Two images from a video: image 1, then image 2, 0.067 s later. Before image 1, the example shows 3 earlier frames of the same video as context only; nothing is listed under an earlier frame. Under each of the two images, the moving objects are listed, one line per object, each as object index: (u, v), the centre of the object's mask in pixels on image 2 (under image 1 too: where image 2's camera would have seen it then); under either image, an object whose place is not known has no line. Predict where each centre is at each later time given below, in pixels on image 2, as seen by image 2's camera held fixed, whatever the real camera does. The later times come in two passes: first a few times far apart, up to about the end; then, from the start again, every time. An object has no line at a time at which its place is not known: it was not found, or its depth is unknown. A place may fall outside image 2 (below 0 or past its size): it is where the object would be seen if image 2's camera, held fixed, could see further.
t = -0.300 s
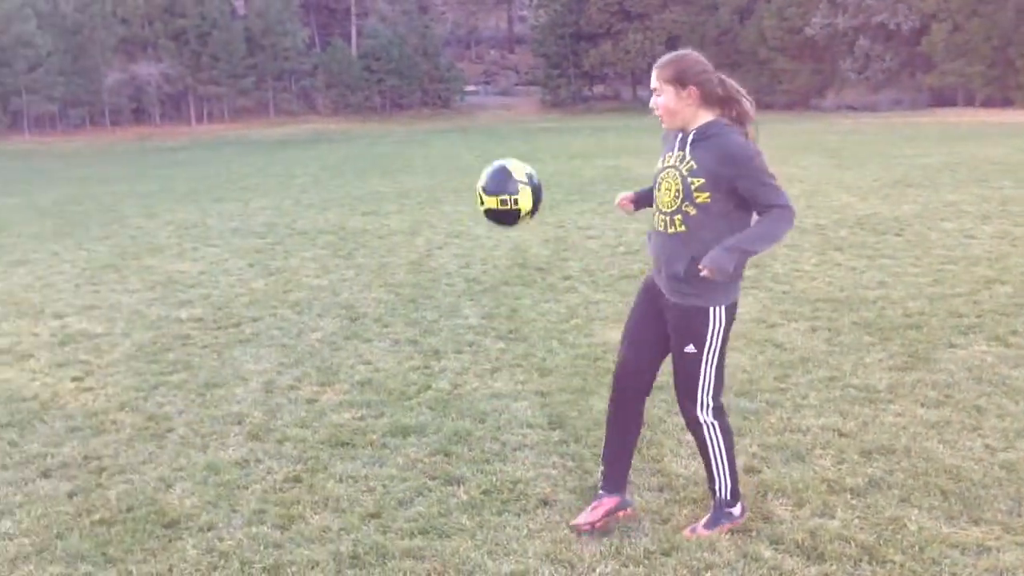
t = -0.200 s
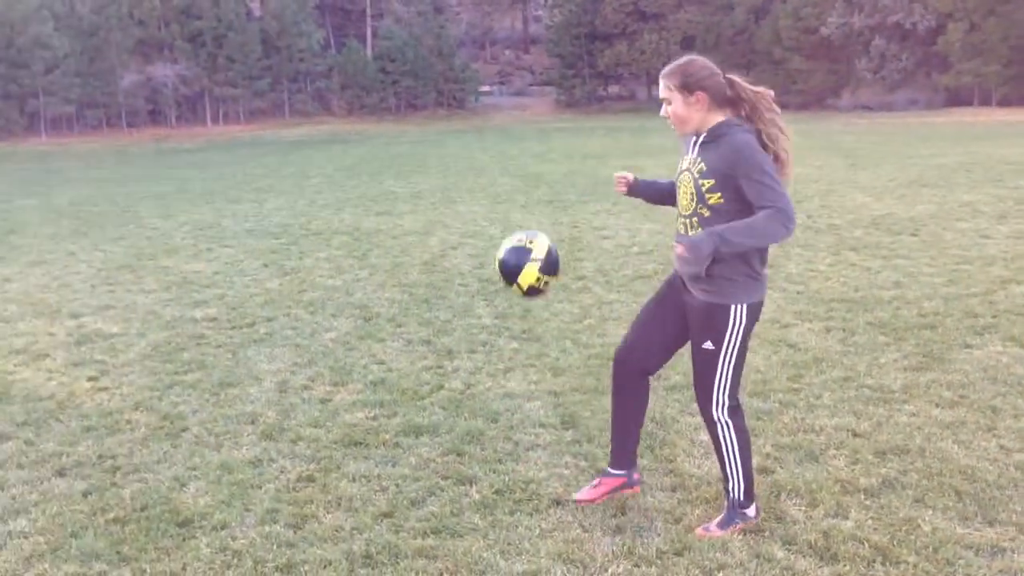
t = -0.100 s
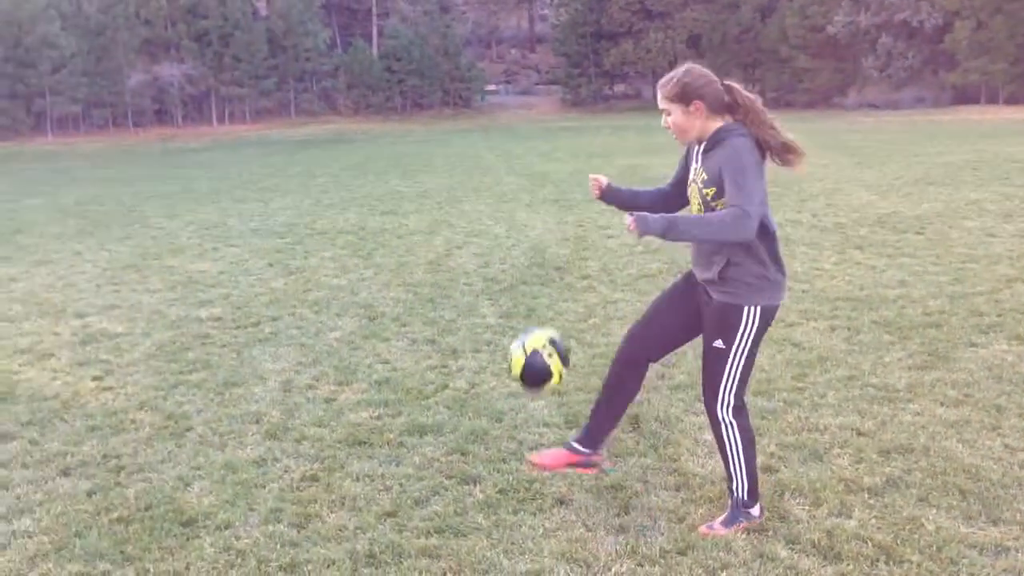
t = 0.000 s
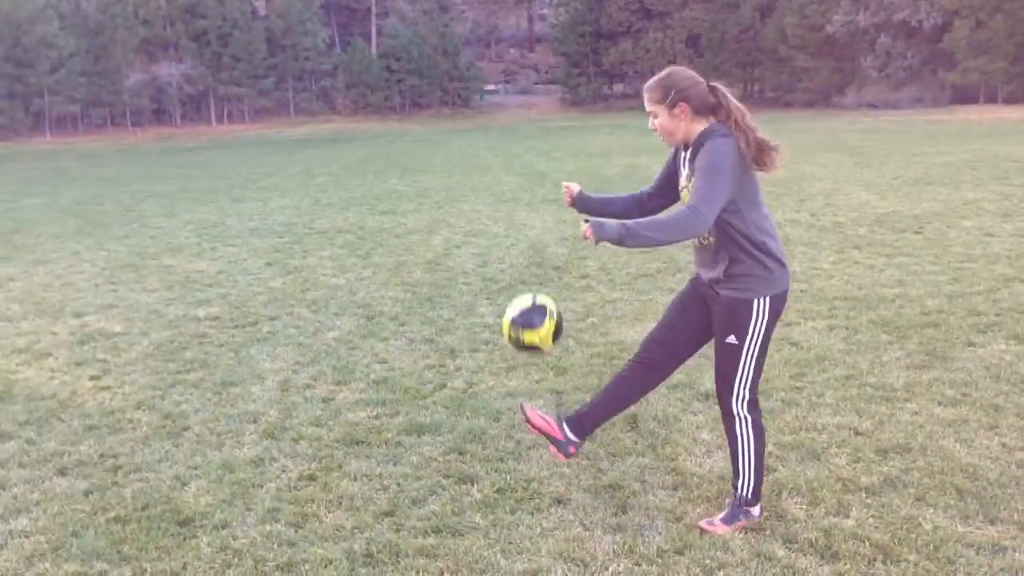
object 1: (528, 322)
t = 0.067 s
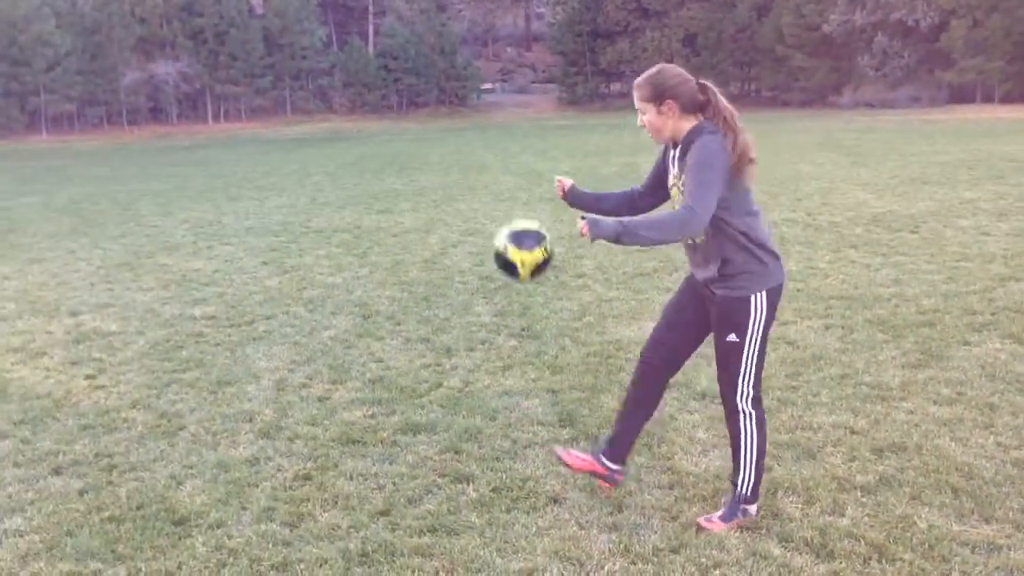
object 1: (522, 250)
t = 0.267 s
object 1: (509, 96)
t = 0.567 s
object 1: (504, 69)
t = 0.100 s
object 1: (520, 217)
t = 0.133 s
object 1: (518, 187)
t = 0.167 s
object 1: (515, 160)
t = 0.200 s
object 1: (513, 136)
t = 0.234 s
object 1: (511, 114)
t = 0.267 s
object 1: (509, 96)
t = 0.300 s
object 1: (508, 82)
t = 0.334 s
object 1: (506, 69)
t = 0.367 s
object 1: (505, 60)
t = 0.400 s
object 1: (505, 53)
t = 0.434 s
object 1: (504, 51)
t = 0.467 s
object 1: (504, 50)
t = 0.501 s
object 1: (503, 53)
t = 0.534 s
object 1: (503, 60)
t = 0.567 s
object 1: (504, 69)
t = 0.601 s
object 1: (504, 82)
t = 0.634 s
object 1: (504, 97)
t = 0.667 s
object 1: (505, 115)
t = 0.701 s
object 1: (506, 136)
